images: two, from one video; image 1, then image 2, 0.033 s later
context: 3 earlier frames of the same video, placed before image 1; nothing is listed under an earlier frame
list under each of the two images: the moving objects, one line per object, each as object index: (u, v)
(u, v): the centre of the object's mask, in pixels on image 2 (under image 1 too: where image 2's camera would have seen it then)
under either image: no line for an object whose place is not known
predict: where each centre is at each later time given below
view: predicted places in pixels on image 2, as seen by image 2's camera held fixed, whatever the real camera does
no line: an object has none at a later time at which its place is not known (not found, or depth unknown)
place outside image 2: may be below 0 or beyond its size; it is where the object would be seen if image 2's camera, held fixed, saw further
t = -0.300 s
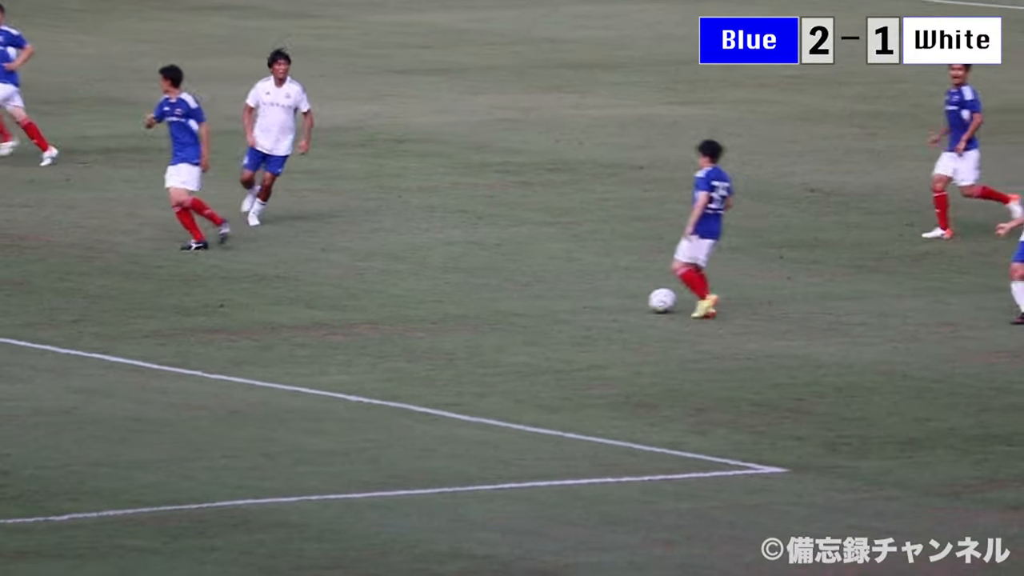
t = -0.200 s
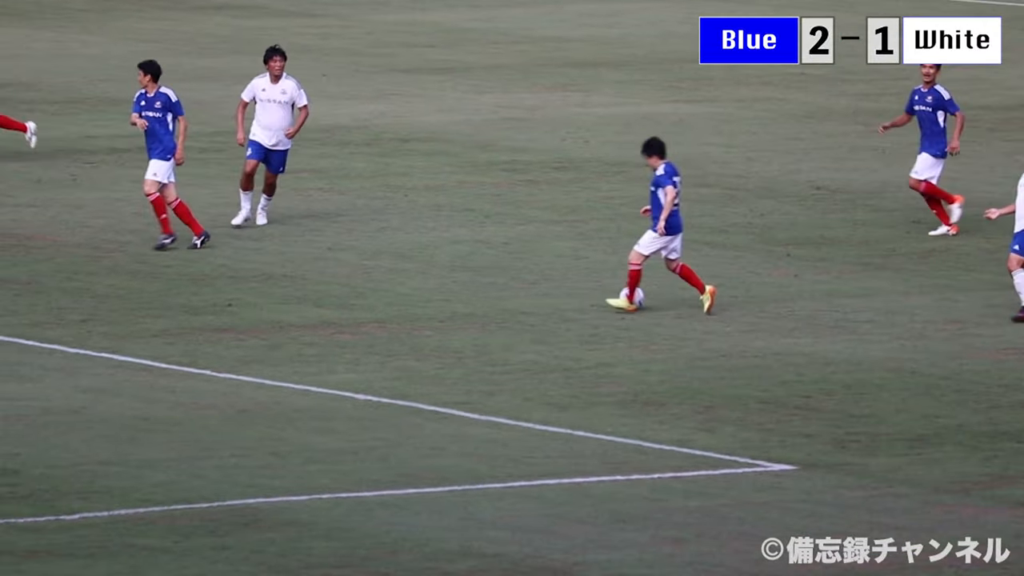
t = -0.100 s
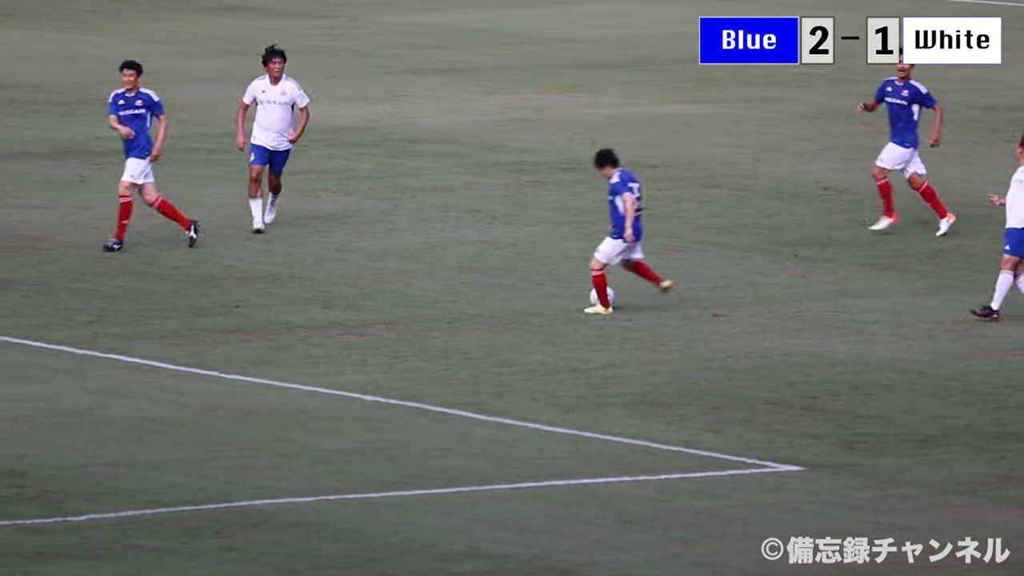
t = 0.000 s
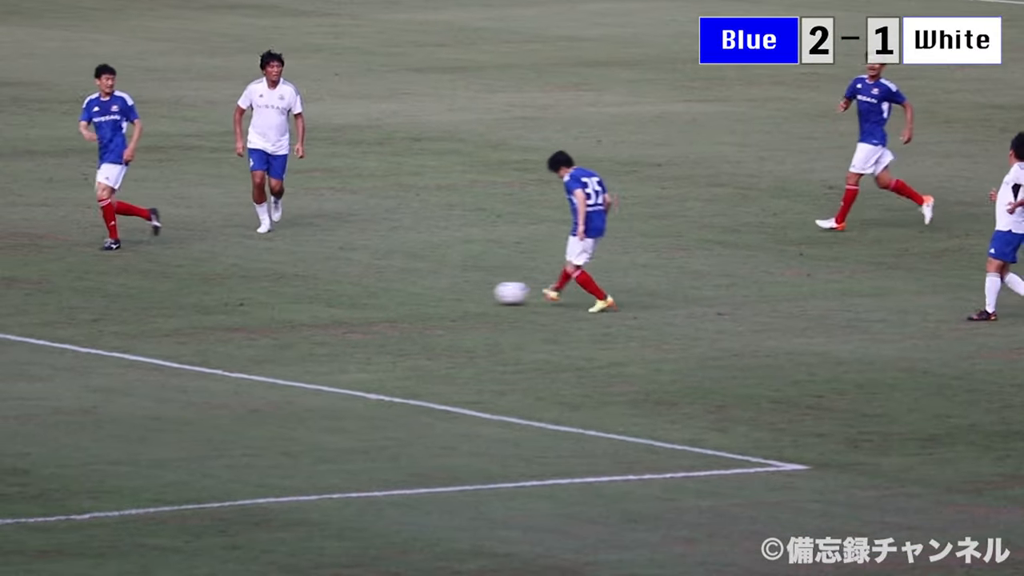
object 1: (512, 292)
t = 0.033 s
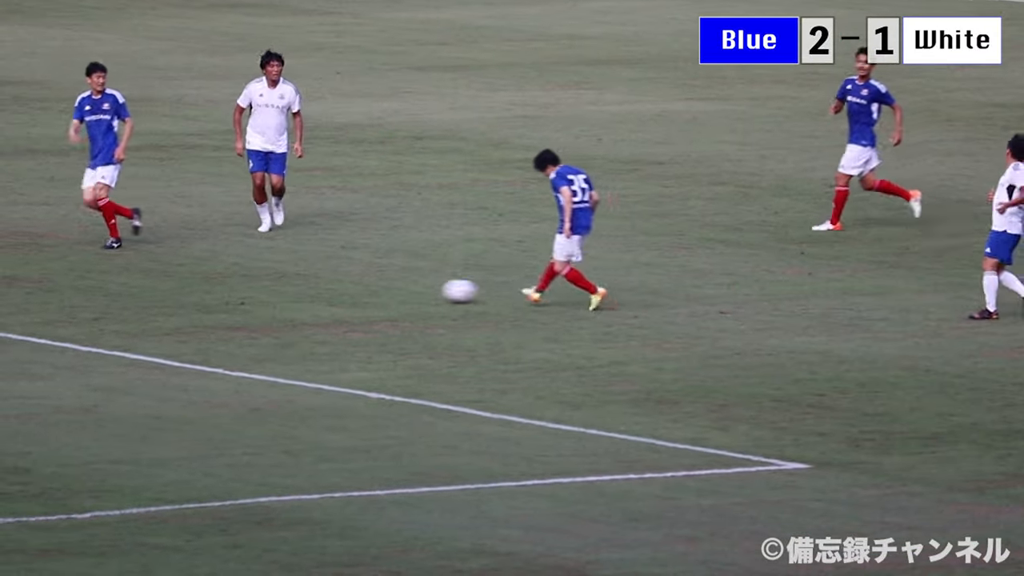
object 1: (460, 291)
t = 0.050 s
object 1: (434, 291)
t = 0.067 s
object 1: (408, 290)
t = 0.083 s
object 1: (382, 290)
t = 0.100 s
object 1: (357, 289)
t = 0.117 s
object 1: (332, 289)
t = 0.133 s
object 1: (307, 290)
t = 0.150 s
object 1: (282, 289)
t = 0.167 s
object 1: (259, 288)
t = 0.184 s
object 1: (235, 286)
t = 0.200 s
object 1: (212, 286)
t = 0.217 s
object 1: (188, 285)
